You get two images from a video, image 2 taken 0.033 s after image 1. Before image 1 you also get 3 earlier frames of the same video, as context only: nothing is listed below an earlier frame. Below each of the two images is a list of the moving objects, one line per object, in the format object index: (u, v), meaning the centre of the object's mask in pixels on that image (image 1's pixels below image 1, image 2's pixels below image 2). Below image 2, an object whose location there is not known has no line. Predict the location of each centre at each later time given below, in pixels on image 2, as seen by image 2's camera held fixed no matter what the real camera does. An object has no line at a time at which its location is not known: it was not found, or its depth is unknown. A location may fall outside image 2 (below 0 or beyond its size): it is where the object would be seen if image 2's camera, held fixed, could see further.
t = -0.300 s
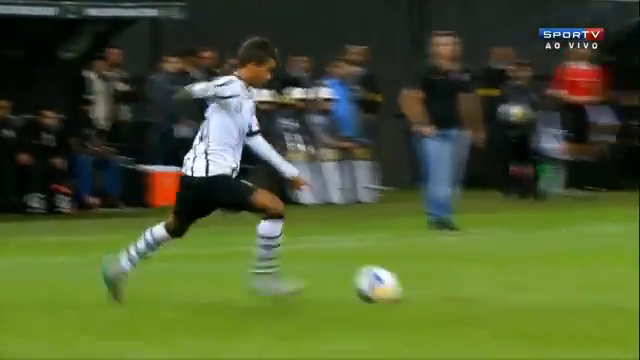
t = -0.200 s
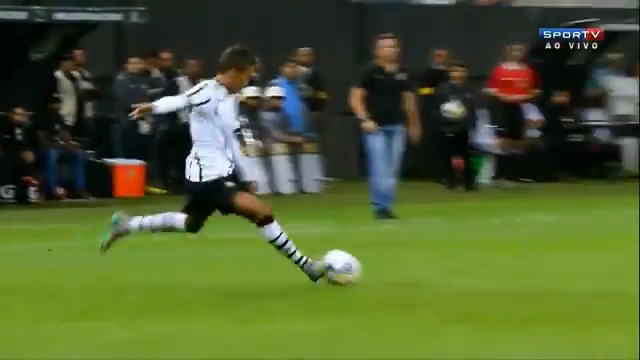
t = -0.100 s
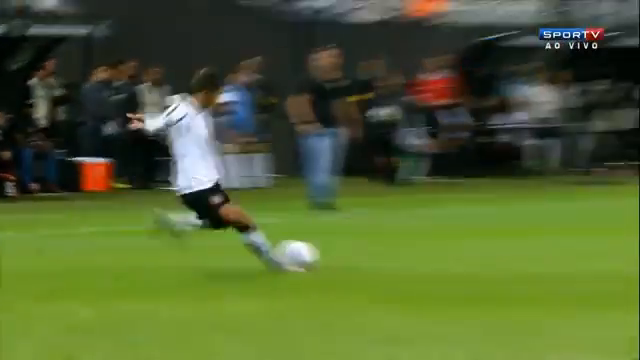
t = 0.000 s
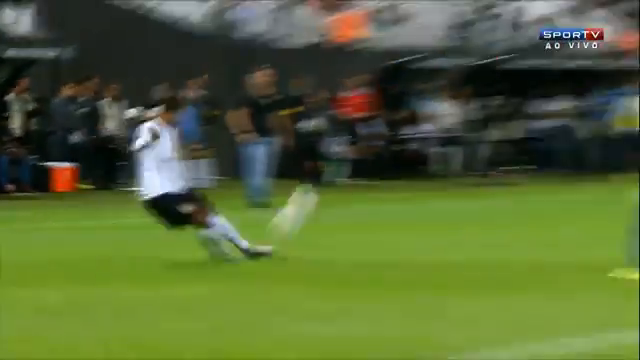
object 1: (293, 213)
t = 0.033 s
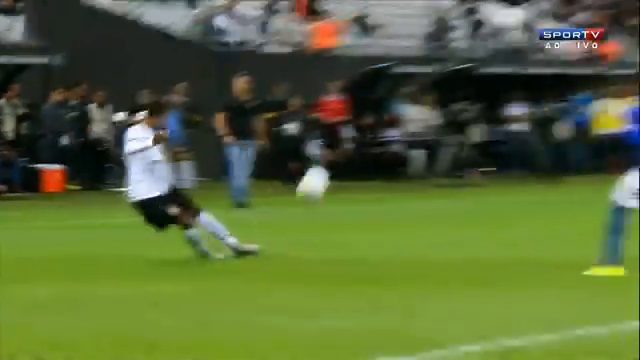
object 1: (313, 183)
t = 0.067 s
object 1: (355, 156)
